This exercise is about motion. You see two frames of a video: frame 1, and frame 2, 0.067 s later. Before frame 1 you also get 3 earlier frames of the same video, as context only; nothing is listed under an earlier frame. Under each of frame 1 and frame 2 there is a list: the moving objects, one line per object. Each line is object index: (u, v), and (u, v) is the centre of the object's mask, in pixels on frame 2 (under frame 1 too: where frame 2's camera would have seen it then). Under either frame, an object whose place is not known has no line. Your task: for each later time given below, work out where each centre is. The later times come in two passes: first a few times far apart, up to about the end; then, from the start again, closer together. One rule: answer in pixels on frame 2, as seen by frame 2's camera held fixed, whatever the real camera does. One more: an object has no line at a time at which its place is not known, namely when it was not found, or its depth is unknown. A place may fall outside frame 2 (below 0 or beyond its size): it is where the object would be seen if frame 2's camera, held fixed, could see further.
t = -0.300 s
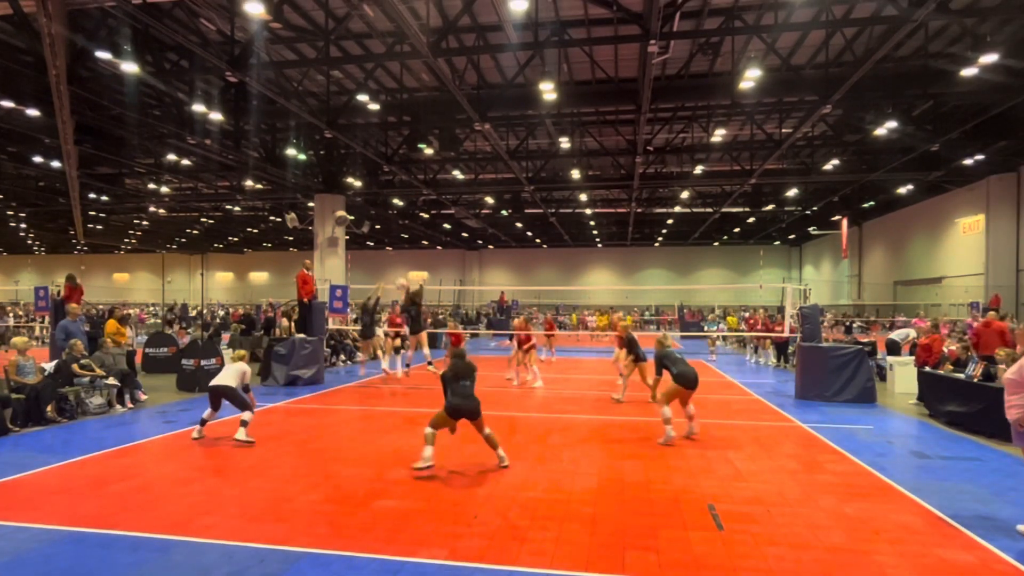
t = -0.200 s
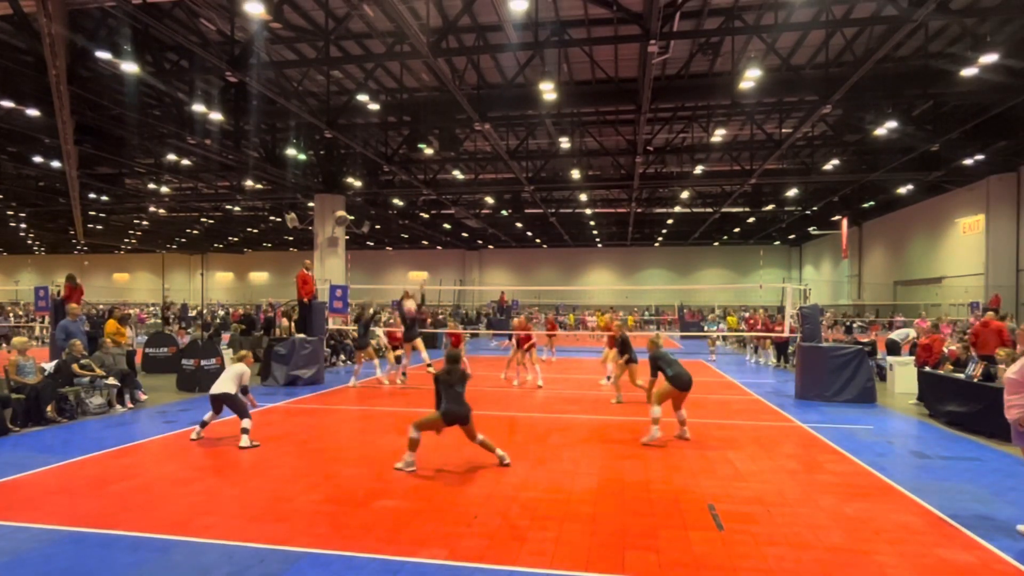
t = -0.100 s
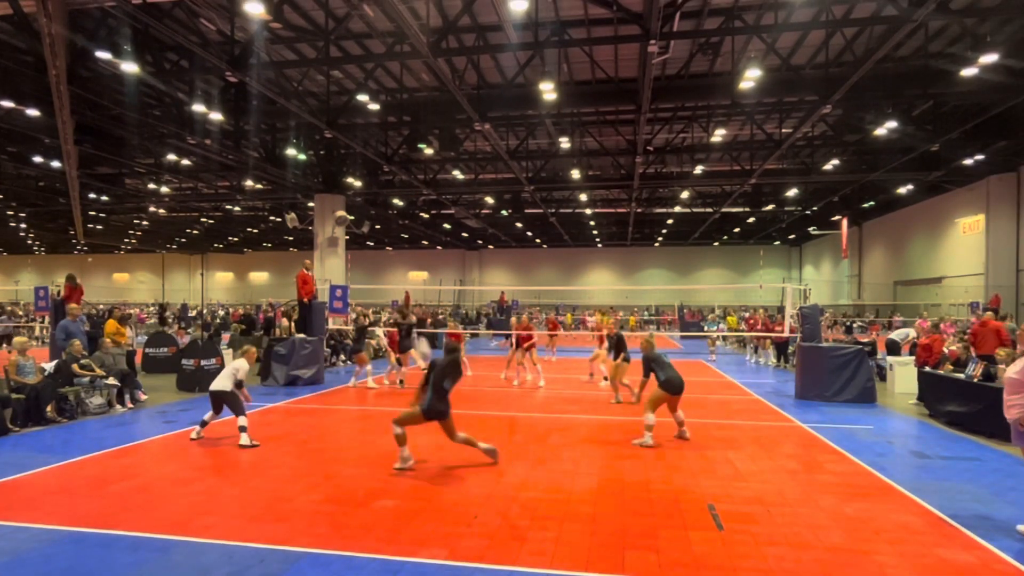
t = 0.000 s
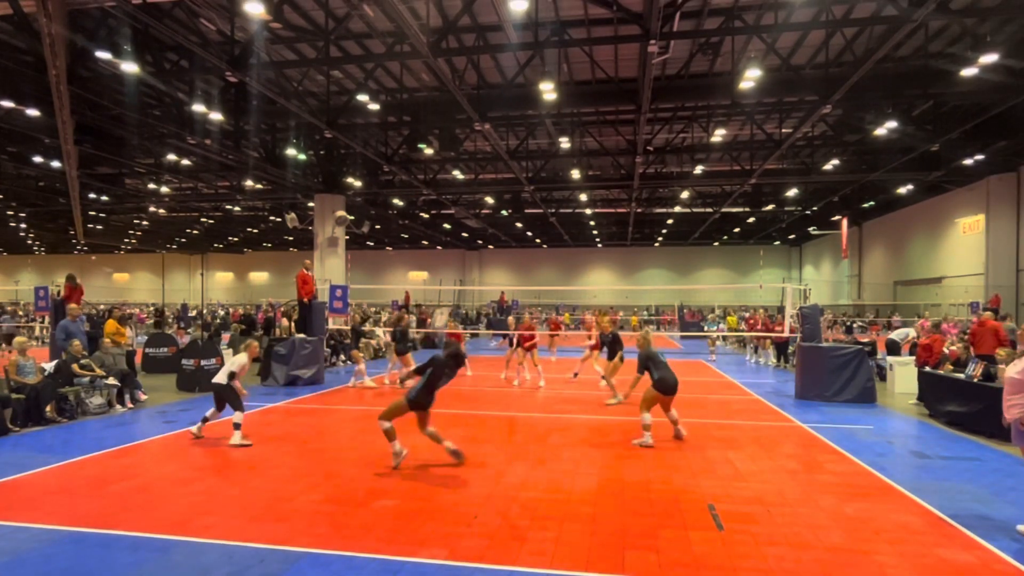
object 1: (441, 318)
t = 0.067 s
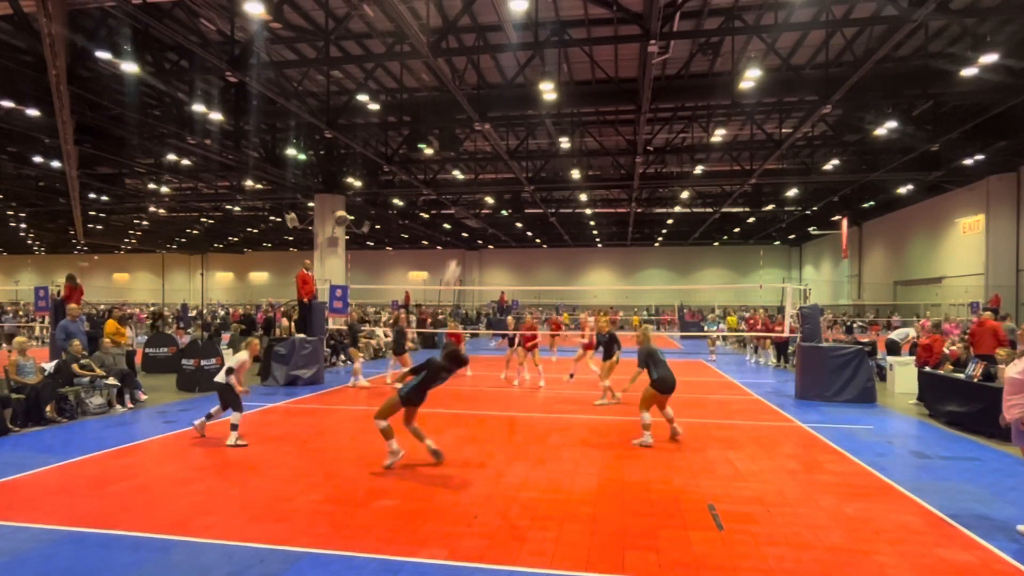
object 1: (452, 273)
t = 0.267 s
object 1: (484, 160)
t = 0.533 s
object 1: (525, 67)
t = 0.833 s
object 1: (567, 33)
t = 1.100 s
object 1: (602, 59)
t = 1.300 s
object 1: (627, 111)
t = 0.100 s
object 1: (458, 251)
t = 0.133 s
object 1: (462, 233)
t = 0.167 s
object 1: (468, 213)
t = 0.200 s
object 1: (473, 194)
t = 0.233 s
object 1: (478, 177)
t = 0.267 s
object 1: (484, 160)
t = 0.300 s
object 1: (489, 146)
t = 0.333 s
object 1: (494, 131)
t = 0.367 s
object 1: (500, 117)
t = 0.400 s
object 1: (505, 106)
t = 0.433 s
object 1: (509, 95)
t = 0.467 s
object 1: (515, 85)
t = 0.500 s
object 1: (520, 75)
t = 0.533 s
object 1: (525, 67)
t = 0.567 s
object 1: (530, 60)
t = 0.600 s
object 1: (535, 53)
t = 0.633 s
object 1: (539, 48)
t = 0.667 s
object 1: (544, 43)
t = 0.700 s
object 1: (549, 39)
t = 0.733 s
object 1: (553, 36)
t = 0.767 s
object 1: (558, 34)
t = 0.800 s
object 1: (563, 33)
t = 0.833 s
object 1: (567, 33)
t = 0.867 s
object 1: (572, 34)
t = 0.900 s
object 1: (576, 35)
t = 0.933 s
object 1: (580, 37)
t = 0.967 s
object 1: (585, 40)
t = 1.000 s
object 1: (589, 43)
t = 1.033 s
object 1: (593, 48)
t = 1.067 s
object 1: (598, 53)
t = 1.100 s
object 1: (602, 59)
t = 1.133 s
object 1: (606, 66)
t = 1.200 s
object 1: (615, 81)
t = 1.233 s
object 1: (619, 91)
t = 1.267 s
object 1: (623, 101)
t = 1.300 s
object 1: (627, 111)
